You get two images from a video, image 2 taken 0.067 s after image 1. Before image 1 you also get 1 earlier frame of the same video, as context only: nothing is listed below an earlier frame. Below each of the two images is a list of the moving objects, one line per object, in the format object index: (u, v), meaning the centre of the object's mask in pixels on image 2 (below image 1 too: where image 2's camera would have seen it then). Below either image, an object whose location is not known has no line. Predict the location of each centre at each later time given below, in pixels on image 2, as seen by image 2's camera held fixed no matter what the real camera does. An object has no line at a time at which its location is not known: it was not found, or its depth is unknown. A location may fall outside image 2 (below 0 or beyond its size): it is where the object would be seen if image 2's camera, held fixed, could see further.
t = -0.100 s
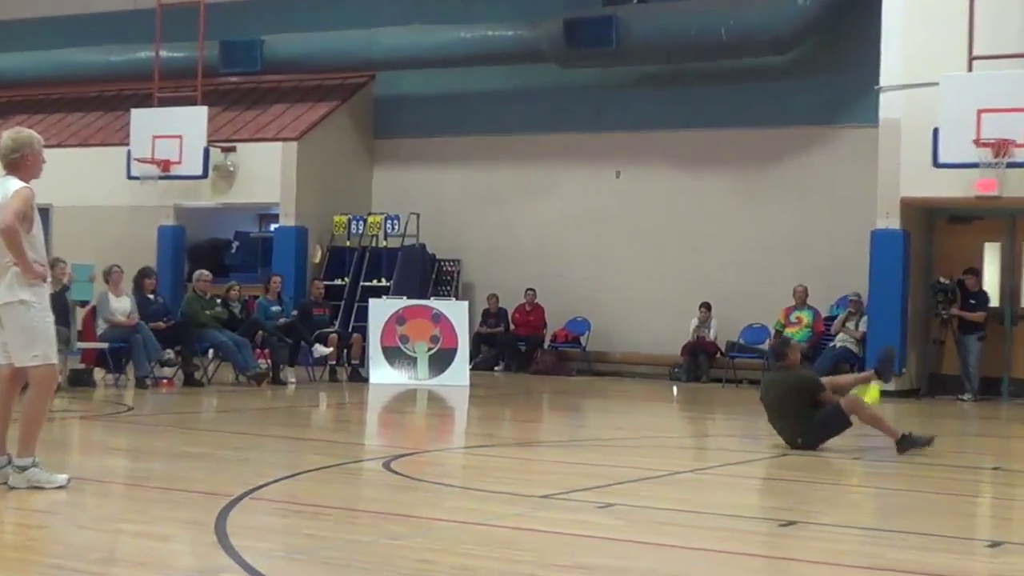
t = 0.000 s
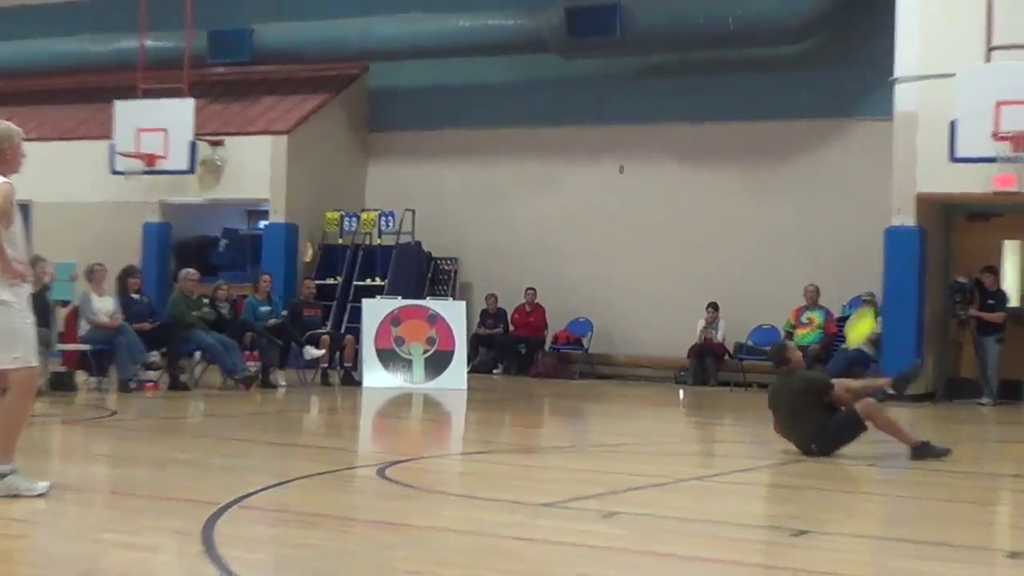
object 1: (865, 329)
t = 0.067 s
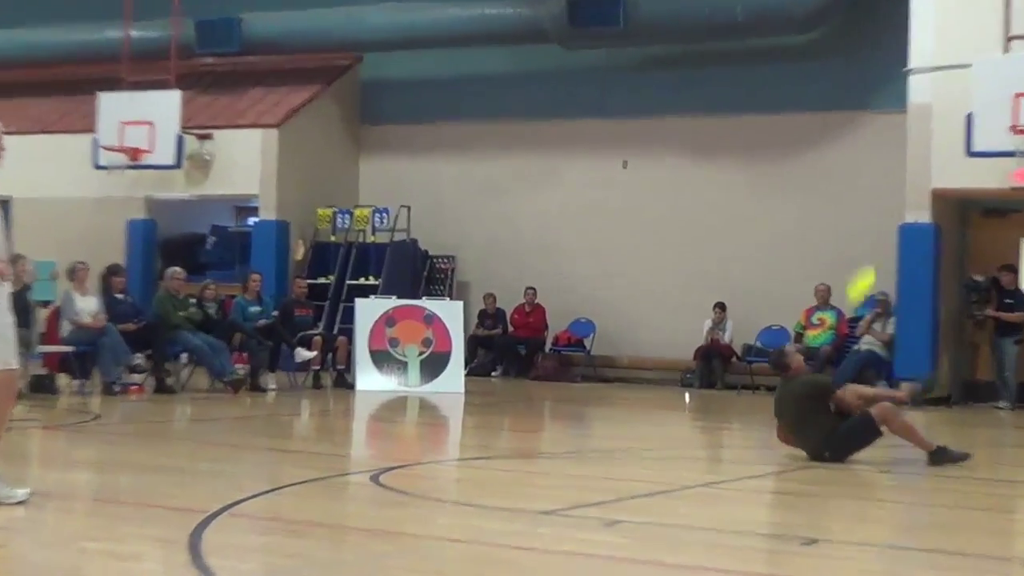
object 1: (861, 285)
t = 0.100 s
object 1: (859, 266)
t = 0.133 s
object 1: (858, 249)
